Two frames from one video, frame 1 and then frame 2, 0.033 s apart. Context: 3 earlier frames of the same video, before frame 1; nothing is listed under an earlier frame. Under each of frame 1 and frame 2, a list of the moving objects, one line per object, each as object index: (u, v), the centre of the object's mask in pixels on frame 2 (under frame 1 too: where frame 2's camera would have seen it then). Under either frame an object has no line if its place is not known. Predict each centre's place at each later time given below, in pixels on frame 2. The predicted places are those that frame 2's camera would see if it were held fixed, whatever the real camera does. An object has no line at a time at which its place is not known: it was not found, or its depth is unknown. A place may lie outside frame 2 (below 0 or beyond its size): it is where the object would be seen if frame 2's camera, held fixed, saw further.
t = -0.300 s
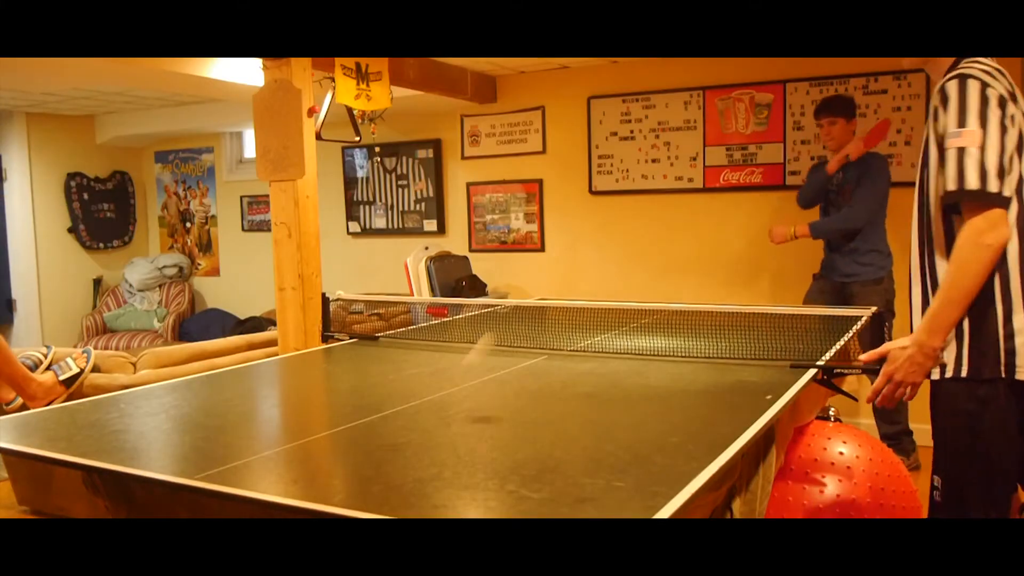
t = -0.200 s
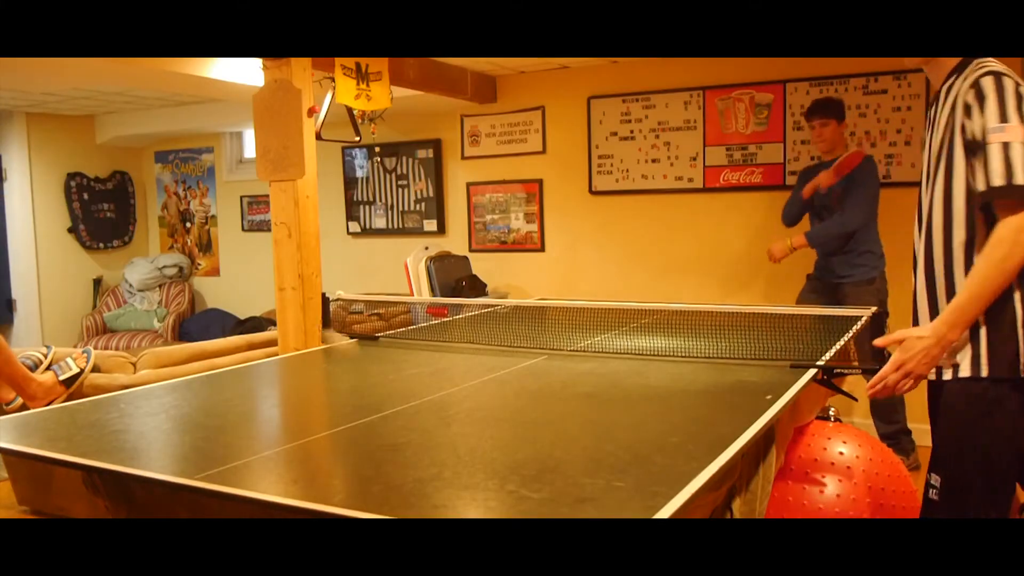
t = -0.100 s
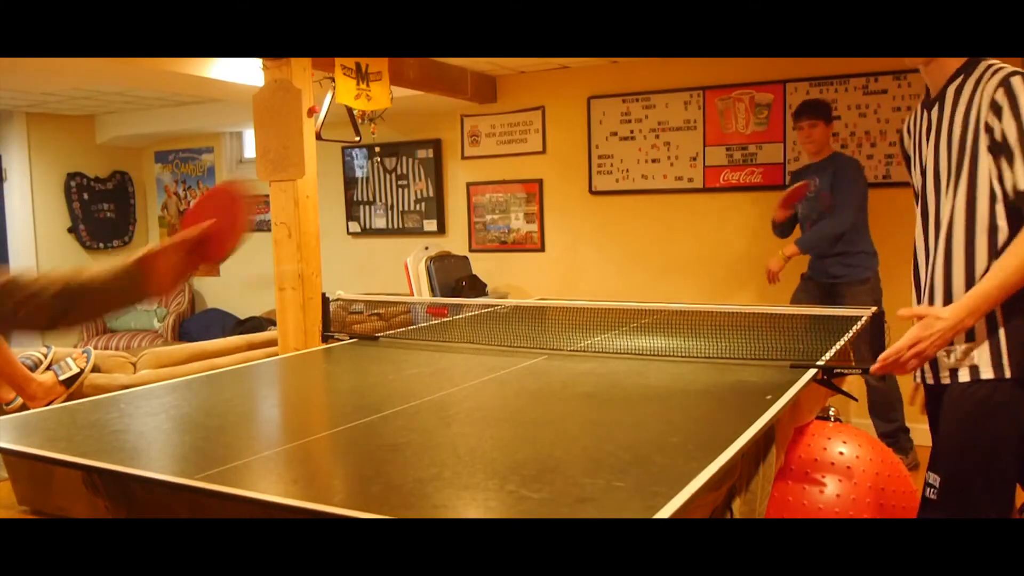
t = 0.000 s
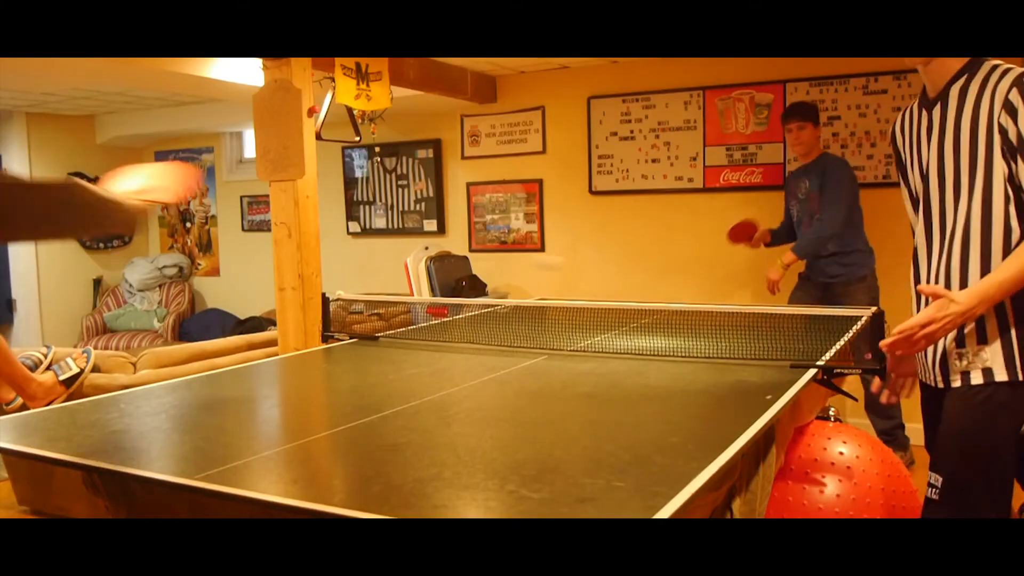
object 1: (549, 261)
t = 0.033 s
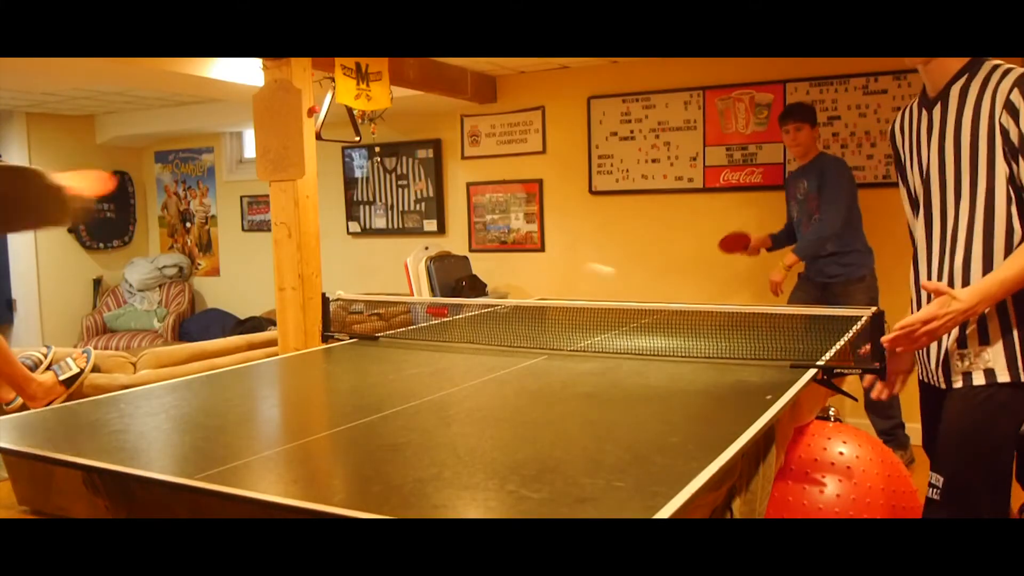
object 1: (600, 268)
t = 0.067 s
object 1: (643, 284)
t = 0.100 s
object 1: (677, 297)
